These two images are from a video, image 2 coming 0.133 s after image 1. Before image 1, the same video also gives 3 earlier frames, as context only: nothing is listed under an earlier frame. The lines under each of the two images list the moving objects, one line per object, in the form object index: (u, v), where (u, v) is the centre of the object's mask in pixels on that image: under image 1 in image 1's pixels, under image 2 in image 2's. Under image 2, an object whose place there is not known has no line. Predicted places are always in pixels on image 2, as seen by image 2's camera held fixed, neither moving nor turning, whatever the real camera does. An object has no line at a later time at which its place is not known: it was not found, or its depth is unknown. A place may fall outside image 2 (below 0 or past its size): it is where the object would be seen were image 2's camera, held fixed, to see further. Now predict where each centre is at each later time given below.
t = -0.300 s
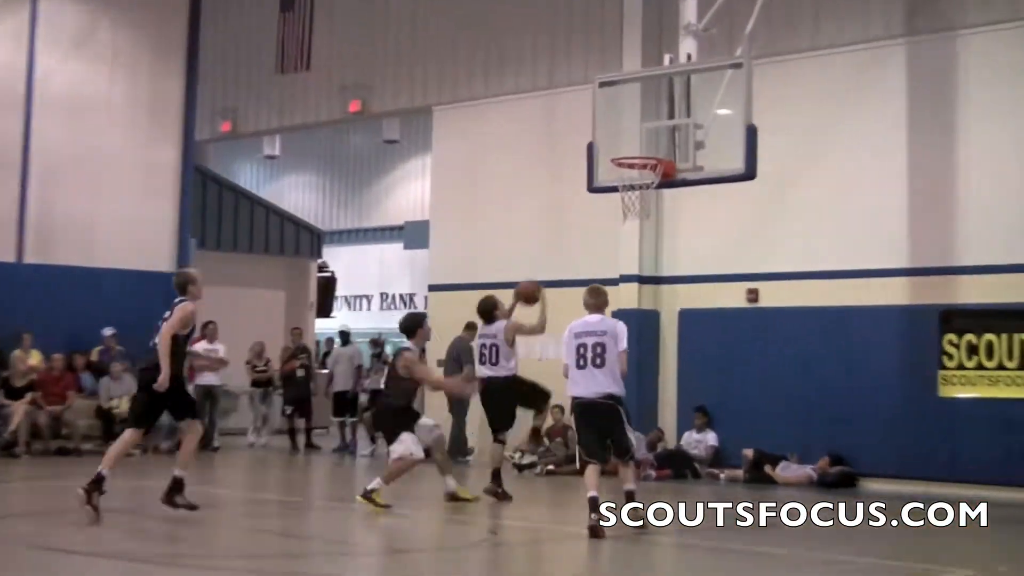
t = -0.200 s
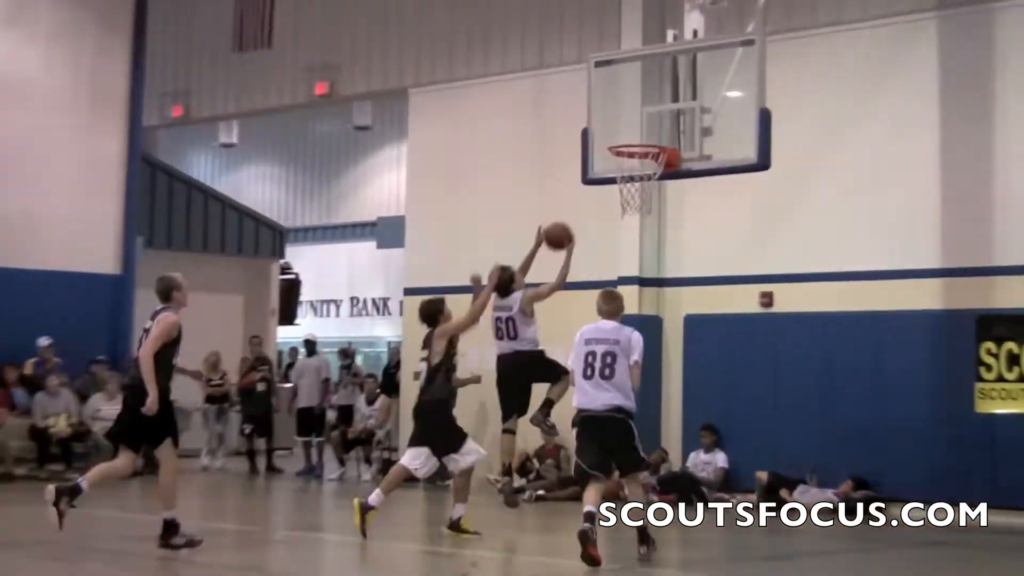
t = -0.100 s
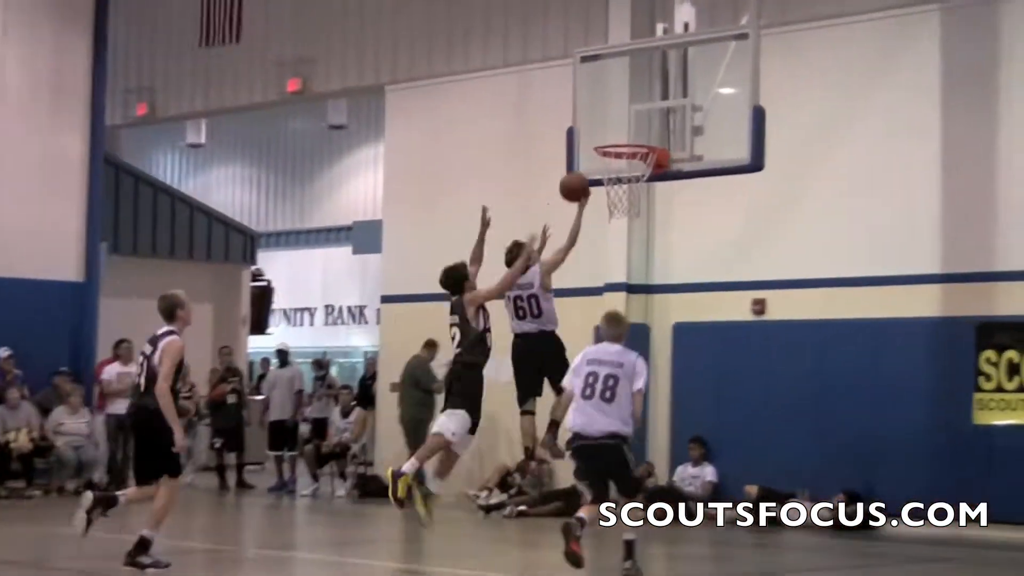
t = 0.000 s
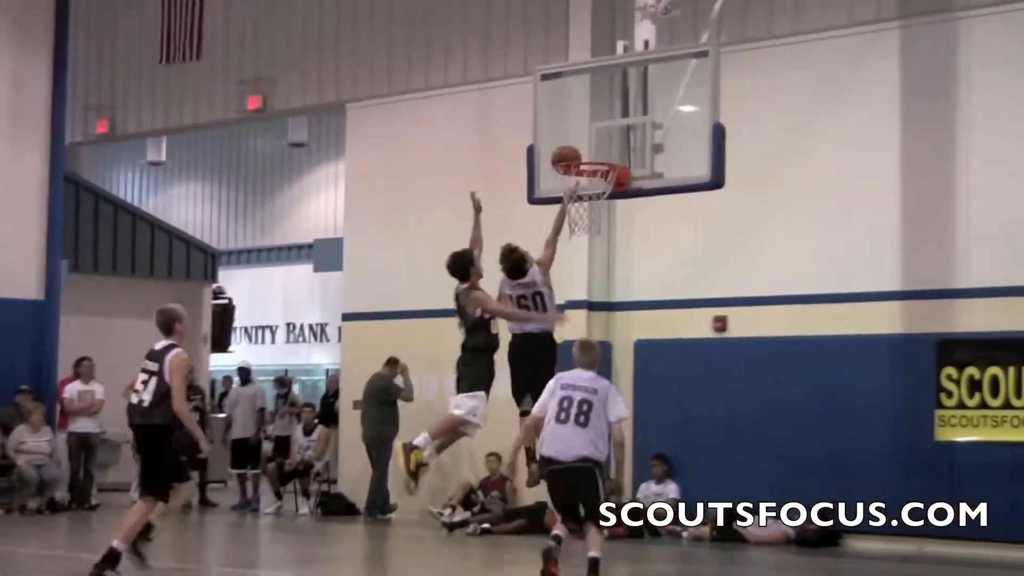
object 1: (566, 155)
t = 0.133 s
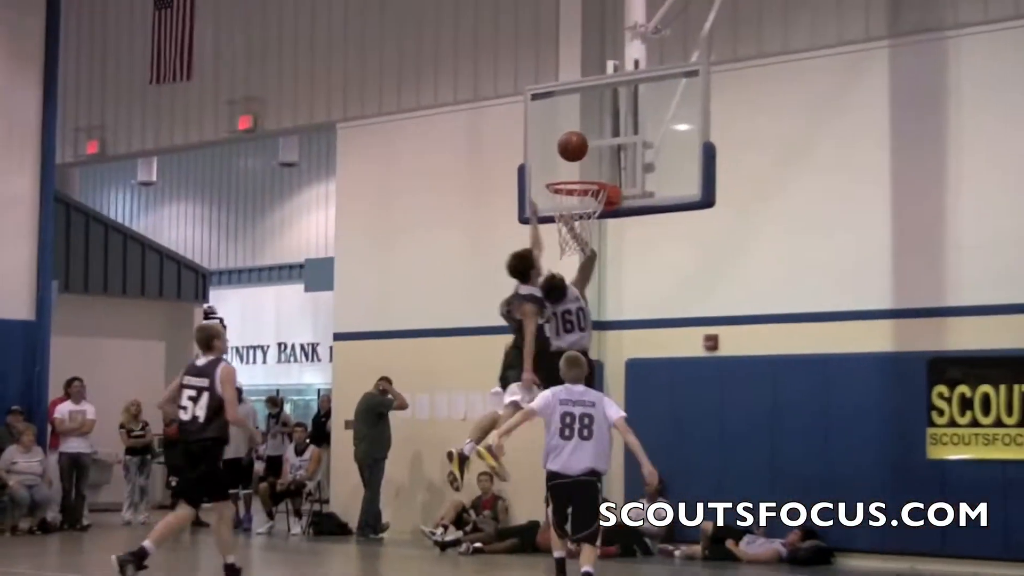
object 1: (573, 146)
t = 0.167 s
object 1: (573, 142)
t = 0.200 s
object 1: (573, 139)
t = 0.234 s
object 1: (572, 138)
